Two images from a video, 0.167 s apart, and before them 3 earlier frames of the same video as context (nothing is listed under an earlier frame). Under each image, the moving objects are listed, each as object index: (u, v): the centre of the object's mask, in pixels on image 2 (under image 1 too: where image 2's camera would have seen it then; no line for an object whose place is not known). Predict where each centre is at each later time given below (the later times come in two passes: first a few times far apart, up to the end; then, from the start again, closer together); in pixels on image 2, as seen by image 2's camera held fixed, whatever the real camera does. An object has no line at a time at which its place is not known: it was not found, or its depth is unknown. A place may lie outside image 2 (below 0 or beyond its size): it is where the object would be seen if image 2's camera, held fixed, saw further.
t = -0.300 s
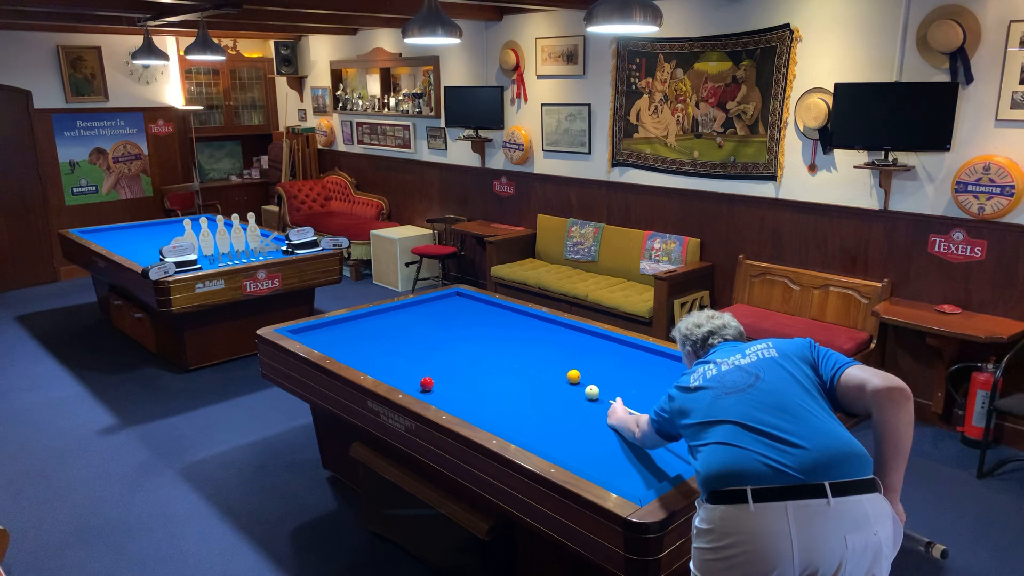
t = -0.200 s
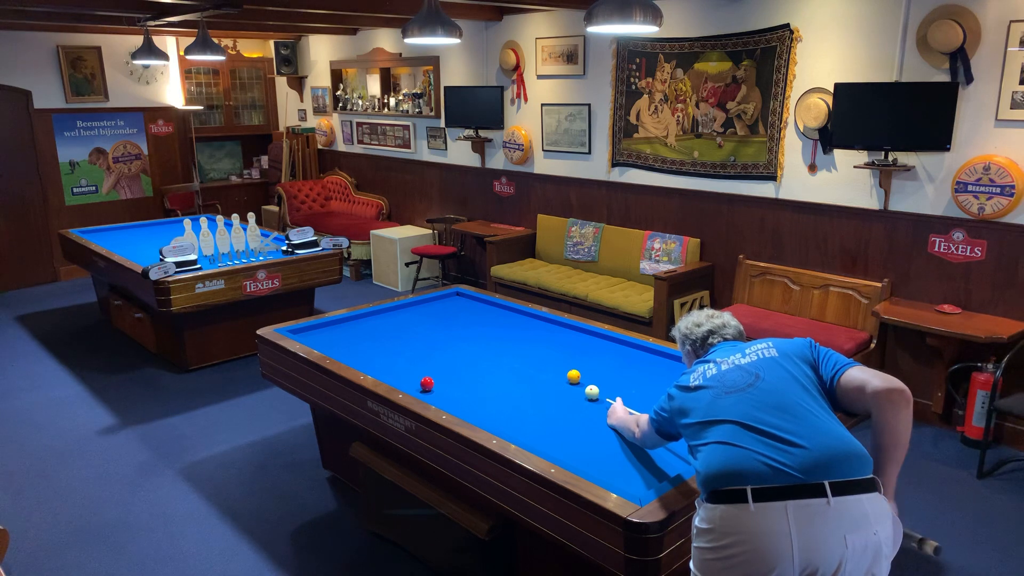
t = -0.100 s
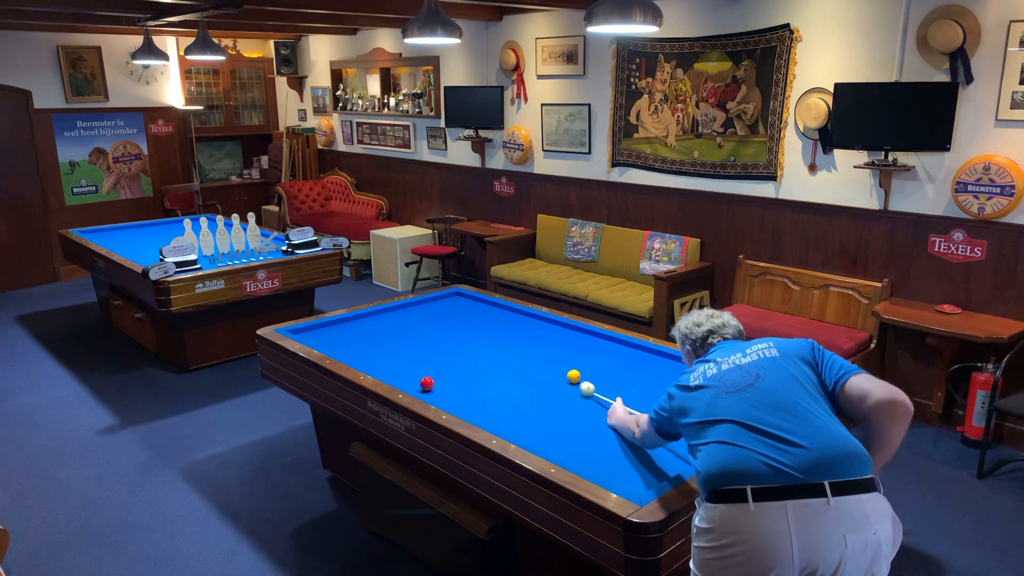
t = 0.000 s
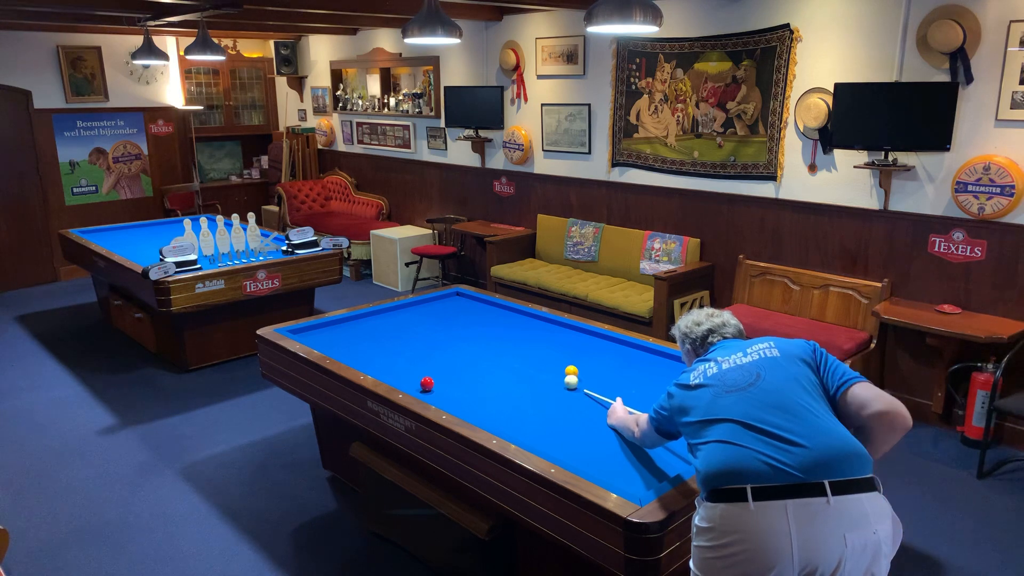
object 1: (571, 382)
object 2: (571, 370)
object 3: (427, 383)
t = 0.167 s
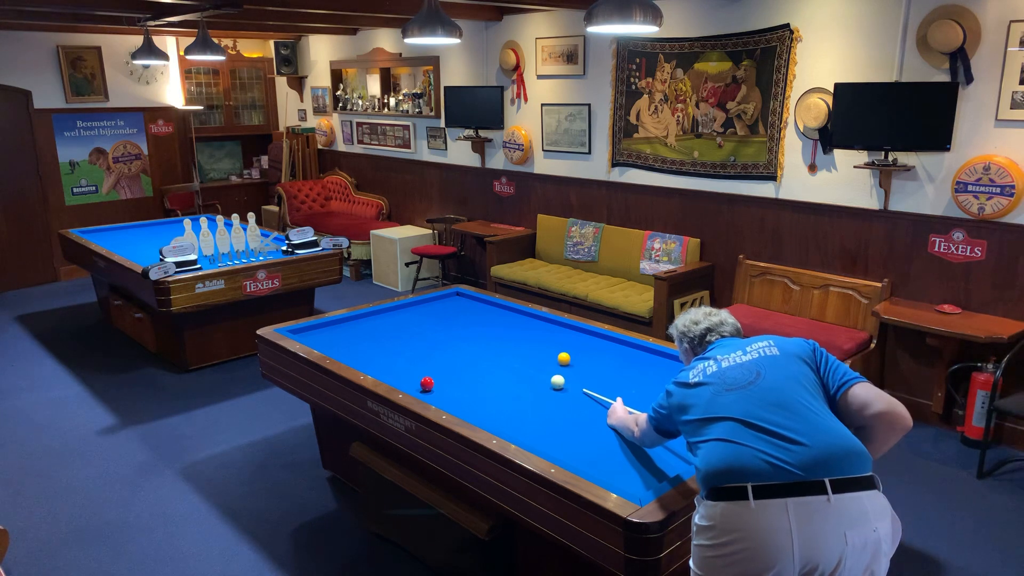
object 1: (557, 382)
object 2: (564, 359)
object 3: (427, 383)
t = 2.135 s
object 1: (439, 384)
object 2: (420, 306)
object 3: (418, 384)
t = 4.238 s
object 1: (434, 384)
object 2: (383, 345)
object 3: (409, 378)
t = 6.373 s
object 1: (434, 384)
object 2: (409, 369)
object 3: (409, 378)
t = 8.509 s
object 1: (434, 383)
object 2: (453, 376)
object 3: (409, 378)
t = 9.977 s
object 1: (435, 383)
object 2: (457, 376)
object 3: (409, 378)
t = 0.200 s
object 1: (555, 382)
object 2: (563, 357)
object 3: (427, 383)
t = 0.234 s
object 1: (552, 382)
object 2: (561, 355)
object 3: (427, 383)
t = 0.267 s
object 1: (550, 382)
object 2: (560, 353)
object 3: (427, 383)
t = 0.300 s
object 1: (547, 382)
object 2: (559, 350)
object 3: (427, 383)
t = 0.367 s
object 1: (542, 382)
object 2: (557, 346)
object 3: (427, 383)
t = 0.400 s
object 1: (540, 382)
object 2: (555, 344)
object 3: (427, 383)
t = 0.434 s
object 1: (537, 382)
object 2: (554, 342)
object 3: (427, 383)
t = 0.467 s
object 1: (535, 382)
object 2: (553, 340)
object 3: (427, 383)
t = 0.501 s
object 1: (532, 382)
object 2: (552, 338)
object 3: (427, 383)
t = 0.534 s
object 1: (530, 382)
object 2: (551, 337)
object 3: (427, 383)
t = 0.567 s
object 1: (528, 382)
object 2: (550, 335)
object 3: (427, 383)
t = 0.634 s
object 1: (523, 382)
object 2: (548, 331)
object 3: (427, 383)
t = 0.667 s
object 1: (520, 382)
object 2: (547, 329)
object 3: (427, 383)
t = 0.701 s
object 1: (518, 382)
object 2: (546, 328)
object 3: (427, 383)
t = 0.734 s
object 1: (516, 382)
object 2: (545, 326)
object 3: (427, 383)
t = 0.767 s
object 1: (513, 382)
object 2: (544, 324)
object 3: (427, 383)
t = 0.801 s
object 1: (511, 382)
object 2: (543, 323)
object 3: (427, 383)
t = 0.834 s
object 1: (509, 382)
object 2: (543, 321)
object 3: (427, 383)
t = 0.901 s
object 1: (504, 382)
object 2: (539, 318)
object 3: (427, 383)
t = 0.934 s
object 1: (502, 383)
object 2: (535, 318)
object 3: (427, 383)
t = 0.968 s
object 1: (500, 382)
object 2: (531, 318)
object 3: (427, 383)
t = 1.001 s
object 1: (497, 382)
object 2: (528, 318)
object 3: (427, 383)
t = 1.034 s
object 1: (495, 382)
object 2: (524, 317)
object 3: (427, 383)
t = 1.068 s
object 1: (493, 383)
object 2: (521, 317)
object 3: (427, 383)
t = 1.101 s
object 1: (491, 382)
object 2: (517, 316)
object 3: (427, 383)
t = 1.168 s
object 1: (486, 383)
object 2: (511, 316)
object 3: (427, 383)
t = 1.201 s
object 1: (484, 383)
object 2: (507, 315)
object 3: (427, 383)
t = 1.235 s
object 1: (482, 383)
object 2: (504, 315)
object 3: (427, 383)
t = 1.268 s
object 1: (480, 383)
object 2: (500, 314)
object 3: (427, 383)
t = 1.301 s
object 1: (477, 383)
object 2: (497, 314)
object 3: (427, 383)
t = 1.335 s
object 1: (475, 383)
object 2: (494, 314)
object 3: (427, 383)
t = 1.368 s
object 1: (473, 383)
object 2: (490, 314)
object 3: (427, 383)
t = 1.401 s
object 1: (471, 383)
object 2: (487, 313)
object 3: (427, 383)
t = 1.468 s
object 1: (467, 383)
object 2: (481, 312)
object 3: (427, 383)
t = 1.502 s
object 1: (465, 383)
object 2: (477, 312)
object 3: (427, 383)
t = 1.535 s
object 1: (463, 383)
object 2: (474, 312)
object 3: (427, 383)
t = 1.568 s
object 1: (461, 383)
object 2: (471, 311)
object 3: (427, 383)
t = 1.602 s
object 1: (459, 383)
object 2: (468, 311)
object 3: (427, 383)
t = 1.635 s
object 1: (456, 383)
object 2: (465, 311)
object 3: (427, 383)
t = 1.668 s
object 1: (455, 383)
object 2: (462, 310)
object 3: (427, 383)
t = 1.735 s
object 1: (450, 383)
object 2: (456, 310)
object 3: (427, 383)
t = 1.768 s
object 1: (448, 383)
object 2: (453, 309)
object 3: (427, 383)
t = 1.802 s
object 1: (446, 383)
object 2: (450, 309)
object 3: (427, 383)
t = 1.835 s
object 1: (445, 383)
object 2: (447, 309)
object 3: (427, 383)
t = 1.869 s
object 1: (443, 383)
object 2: (444, 308)
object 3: (427, 383)
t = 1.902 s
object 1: (441, 383)
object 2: (441, 308)
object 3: (426, 383)
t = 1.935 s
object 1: (440, 384)
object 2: (438, 308)
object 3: (425, 384)
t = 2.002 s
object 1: (440, 384)
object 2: (432, 307)
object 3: (423, 383)
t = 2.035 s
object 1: (440, 383)
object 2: (429, 307)
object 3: (421, 384)
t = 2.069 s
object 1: (439, 383)
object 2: (426, 307)
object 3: (420, 384)
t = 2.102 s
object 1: (439, 383)
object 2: (423, 306)
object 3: (419, 384)
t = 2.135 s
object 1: (439, 384)
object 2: (420, 306)
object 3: (418, 384)
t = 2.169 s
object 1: (438, 383)
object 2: (417, 306)
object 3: (417, 383)
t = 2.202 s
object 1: (438, 383)
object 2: (414, 306)
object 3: (416, 383)
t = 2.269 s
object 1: (438, 383)
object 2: (409, 305)
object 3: (414, 383)
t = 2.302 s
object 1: (437, 383)
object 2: (408, 305)
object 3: (413, 383)
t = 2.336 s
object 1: (437, 384)
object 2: (407, 306)
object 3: (412, 383)
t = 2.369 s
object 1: (437, 383)
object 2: (407, 307)
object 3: (411, 383)
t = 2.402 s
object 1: (436, 383)
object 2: (407, 307)
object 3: (410, 382)
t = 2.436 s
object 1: (436, 383)
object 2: (406, 308)
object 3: (409, 382)
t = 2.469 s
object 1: (436, 383)
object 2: (406, 309)
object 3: (408, 382)
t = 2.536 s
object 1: (436, 383)
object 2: (405, 310)
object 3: (408, 382)
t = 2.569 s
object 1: (435, 383)
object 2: (404, 311)
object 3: (408, 382)
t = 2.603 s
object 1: (435, 383)
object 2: (404, 311)
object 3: (408, 382)
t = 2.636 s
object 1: (435, 383)
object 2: (404, 312)
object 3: (408, 382)
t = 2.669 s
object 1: (435, 383)
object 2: (403, 313)
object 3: (408, 381)
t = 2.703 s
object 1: (435, 383)
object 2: (403, 313)
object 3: (408, 381)
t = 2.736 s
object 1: (435, 383)
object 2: (402, 314)
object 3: (408, 381)
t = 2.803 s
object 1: (435, 383)
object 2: (402, 315)
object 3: (408, 381)
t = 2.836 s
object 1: (434, 383)
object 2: (401, 316)
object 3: (408, 381)
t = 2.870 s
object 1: (434, 383)
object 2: (401, 317)
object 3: (408, 381)
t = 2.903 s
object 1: (434, 383)
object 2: (400, 317)
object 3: (408, 381)
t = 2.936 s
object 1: (434, 383)
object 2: (400, 318)
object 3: (408, 381)
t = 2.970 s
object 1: (434, 383)
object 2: (399, 319)
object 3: (408, 381)
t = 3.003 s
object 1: (434, 384)
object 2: (399, 319)
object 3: (408, 381)
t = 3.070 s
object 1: (434, 383)
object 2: (398, 321)
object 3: (408, 380)
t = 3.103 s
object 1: (434, 384)
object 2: (398, 321)
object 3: (408, 380)
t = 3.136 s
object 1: (434, 384)
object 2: (397, 322)
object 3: (408, 380)
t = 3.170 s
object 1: (434, 383)
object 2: (397, 323)
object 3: (408, 380)
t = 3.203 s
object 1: (434, 383)
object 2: (397, 323)
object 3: (408, 380)
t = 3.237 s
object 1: (434, 383)
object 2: (396, 324)
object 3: (408, 380)
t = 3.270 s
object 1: (434, 384)
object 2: (396, 325)
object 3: (408, 380)
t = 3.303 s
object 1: (434, 383)
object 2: (395, 326)
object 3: (409, 380)
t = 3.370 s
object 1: (434, 383)
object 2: (394, 327)
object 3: (409, 379)
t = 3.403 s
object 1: (434, 383)
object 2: (394, 327)
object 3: (409, 379)
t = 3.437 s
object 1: (434, 384)
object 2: (393, 328)
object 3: (409, 379)
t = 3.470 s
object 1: (434, 384)
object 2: (393, 329)
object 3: (409, 379)
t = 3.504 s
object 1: (434, 384)
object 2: (393, 330)
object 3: (409, 379)
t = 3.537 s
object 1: (434, 384)
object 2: (392, 330)
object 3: (409, 379)
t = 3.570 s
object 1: (434, 384)
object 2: (392, 331)
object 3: (409, 379)
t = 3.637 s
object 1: (434, 384)
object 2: (391, 332)
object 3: (409, 379)
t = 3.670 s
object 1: (434, 384)
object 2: (391, 333)
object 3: (409, 379)
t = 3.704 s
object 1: (434, 383)
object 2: (390, 334)
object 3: (409, 379)
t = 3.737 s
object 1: (434, 384)
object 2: (390, 335)
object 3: (409, 379)
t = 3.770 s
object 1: (434, 384)
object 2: (389, 335)
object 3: (409, 379)
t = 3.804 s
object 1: (434, 384)
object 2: (389, 336)
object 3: (409, 379)
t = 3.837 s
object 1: (434, 384)
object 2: (388, 337)
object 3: (409, 379)
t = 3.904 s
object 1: (434, 384)
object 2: (388, 338)
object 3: (409, 378)
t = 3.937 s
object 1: (434, 384)
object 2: (387, 339)
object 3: (409, 378)
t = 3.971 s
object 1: (434, 383)
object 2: (387, 339)
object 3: (409, 378)
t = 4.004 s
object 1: (435, 383)
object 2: (386, 340)
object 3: (409, 378)
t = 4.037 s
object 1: (435, 384)
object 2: (386, 341)
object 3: (409, 378)
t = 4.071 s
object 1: (434, 384)
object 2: (386, 342)
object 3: (409, 378)
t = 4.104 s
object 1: (435, 384)
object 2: (385, 342)
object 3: (409, 378)
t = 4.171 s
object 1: (435, 383)
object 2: (384, 344)
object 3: (409, 378)
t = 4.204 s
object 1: (435, 383)
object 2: (384, 344)
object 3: (409, 378)
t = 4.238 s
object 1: (434, 384)
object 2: (383, 345)
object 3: (409, 378)
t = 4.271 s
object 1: (434, 383)
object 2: (383, 346)
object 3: (409, 378)
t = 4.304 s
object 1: (435, 384)
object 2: (383, 347)
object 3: (409, 378)
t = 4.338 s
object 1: (435, 383)
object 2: (382, 347)
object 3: (409, 378)
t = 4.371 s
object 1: (434, 384)
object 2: (382, 348)
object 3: (409, 378)
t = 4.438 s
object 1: (435, 383)
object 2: (381, 350)
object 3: (409, 378)
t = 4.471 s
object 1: (435, 384)
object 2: (381, 350)
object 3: (409, 378)
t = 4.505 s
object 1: (434, 384)
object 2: (380, 351)
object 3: (409, 378)
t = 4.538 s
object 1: (434, 384)
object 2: (380, 352)
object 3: (409, 378)
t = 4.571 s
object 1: (435, 384)
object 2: (379, 353)
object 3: (409, 378)
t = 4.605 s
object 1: (434, 384)
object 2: (379, 353)
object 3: (409, 378)
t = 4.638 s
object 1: (435, 384)
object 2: (378, 354)
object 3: (409, 378)
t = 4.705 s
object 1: (435, 384)
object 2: (377, 356)
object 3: (409, 378)
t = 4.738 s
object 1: (435, 384)
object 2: (377, 356)
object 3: (409, 378)
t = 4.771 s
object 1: (434, 384)
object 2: (377, 357)
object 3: (409, 378)
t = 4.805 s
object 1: (435, 383)
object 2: (376, 358)
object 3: (409, 378)
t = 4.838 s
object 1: (434, 384)
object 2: (376, 359)
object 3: (409, 378)
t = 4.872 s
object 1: (434, 384)
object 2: (375, 359)
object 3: (409, 378)
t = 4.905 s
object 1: (434, 384)
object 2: (375, 360)
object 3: (409, 378)
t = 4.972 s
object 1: (434, 384)
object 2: (374, 361)
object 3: (409, 378)
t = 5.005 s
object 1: (434, 384)
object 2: (374, 362)
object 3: (409, 378)
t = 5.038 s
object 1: (434, 384)
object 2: (373, 363)
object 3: (409, 378)
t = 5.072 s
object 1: (435, 383)
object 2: (373, 364)
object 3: (409, 378)
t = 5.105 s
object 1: (434, 384)
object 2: (373, 364)
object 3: (409, 378)
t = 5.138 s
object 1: (434, 383)
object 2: (373, 365)
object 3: (409, 378)
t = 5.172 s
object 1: (434, 384)
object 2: (372, 365)
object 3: (409, 378)
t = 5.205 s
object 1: (435, 383)
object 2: (372, 365)
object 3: (409, 378)
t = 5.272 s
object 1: (434, 384)
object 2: (371, 366)
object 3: (409, 378)
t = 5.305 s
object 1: (434, 384)
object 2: (373, 366)
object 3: (409, 378)
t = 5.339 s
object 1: (434, 383)
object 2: (374, 367)
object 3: (409, 378)
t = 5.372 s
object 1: (434, 384)
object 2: (375, 367)
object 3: (409, 378)
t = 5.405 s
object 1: (434, 384)
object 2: (376, 367)
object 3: (409, 378)
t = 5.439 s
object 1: (434, 384)
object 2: (378, 368)
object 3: (409, 378)
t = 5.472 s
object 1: (434, 384)
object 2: (379, 368)
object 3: (409, 378)
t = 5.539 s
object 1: (434, 384)
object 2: (381, 368)
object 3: (409, 378)
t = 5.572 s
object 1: (434, 384)
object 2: (382, 369)
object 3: (409, 378)
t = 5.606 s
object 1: (434, 384)
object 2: (383, 369)
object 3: (409, 378)
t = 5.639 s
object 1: (434, 383)
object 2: (385, 369)
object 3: (409, 378)
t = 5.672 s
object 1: (434, 384)
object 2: (386, 369)
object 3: (409, 378)
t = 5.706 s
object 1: (434, 384)
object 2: (387, 369)
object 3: (409, 378)
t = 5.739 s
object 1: (434, 383)
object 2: (388, 369)
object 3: (409, 378)
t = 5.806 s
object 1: (434, 384)
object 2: (391, 370)
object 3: (409, 378)
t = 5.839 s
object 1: (434, 384)
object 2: (392, 370)
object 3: (409, 378)
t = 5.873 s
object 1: (434, 383)
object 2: (393, 370)
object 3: (409, 378)
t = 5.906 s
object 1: (434, 384)
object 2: (394, 370)
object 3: (409, 378)
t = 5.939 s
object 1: (434, 383)
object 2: (395, 370)
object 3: (409, 378)
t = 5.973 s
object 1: (434, 384)
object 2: (396, 370)
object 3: (409, 378)
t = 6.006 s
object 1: (434, 383)
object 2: (398, 370)
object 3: (409, 378)
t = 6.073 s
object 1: (434, 384)
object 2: (399, 370)
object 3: (409, 378)
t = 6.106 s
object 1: (434, 384)
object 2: (400, 370)
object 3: (409, 378)
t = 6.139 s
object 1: (434, 383)
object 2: (401, 370)
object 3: (409, 378)
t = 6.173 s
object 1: (434, 384)
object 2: (402, 370)
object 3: (409, 378)
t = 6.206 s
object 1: (434, 383)
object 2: (403, 370)
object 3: (409, 378)
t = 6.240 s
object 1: (434, 384)
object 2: (404, 370)
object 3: (409, 378)
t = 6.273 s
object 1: (434, 383)
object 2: (405, 369)
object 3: (409, 378)
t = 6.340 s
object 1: (434, 383)
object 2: (408, 369)
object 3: (409, 378)
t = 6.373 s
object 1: (434, 384)
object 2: (409, 369)
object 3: (409, 378)
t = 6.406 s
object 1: (434, 383)
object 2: (411, 369)
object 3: (409, 378)
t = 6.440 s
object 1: (434, 383)
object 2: (412, 369)
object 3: (409, 378)
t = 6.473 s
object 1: (434, 384)
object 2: (413, 369)
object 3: (409, 378)
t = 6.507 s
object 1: (434, 383)
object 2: (414, 370)
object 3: (409, 378)
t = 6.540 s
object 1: (434, 384)
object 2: (415, 370)
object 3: (409, 378)
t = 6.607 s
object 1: (434, 383)
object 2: (417, 371)
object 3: (409, 378)
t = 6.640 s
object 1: (434, 384)
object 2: (418, 371)
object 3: (409, 378)
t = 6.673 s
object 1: (434, 383)
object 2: (419, 372)
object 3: (409, 378)
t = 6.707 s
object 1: (434, 383)
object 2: (420, 372)
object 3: (409, 378)
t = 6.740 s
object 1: (434, 384)
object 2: (420, 372)
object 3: (409, 378)
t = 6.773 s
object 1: (434, 383)
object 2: (421, 372)
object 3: (409, 378)
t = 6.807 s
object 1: (434, 383)
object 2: (422, 372)
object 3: (409, 378)
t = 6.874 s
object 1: (434, 383)
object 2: (423, 373)
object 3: (409, 378)
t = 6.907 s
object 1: (434, 383)
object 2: (424, 373)
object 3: (409, 378)
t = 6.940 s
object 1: (434, 383)
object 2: (425, 373)
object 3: (409, 378)
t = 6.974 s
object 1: (434, 383)
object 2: (426, 373)
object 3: (409, 378)
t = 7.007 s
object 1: (434, 383)
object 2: (427, 373)
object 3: (409, 378)
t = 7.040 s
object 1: (434, 383)
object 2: (427, 373)
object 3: (409, 378)
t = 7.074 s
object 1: (434, 384)
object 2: (428, 373)
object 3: (409, 378)
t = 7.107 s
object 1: (434, 383)
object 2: (429, 373)
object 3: (409, 378)
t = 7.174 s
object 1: (434, 383)
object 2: (430, 372)
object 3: (409, 378)
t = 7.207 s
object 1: (434, 383)
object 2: (431, 372)
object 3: (409, 378)
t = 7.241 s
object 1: (434, 383)
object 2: (432, 372)
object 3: (409, 378)
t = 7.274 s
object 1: (434, 383)
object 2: (433, 372)
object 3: (409, 378)
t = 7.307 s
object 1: (434, 383)
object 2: (433, 372)
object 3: (409, 378)
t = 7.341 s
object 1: (434, 383)
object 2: (434, 372)
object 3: (409, 378)
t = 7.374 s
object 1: (434, 383)
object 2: (435, 372)
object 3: (409, 378)
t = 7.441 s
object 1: (434, 383)
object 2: (436, 372)
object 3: (409, 378)
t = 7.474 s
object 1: (434, 383)
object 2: (437, 372)
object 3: (409, 378)
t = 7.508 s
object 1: (434, 383)
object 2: (438, 373)
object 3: (409, 378)
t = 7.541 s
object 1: (434, 383)
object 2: (439, 373)
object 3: (409, 378)
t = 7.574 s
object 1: (434, 383)
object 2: (440, 373)
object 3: (409, 378)
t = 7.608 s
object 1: (434, 383)
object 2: (440, 373)
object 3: (409, 378)
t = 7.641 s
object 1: (434, 383)
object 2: (441, 373)
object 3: (409, 378)
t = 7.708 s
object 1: (434, 383)
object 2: (442, 374)
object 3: (409, 378)
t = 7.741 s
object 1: (434, 383)
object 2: (443, 374)
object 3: (409, 378)
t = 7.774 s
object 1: (435, 383)
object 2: (443, 374)
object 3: (409, 378)
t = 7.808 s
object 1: (435, 383)
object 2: (444, 374)
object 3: (409, 378)
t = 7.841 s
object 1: (435, 383)
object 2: (444, 374)
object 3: (409, 378)
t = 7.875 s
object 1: (434, 383)
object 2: (445, 375)
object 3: (409, 378)
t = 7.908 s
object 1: (434, 383)
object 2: (445, 375)
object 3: (409, 378)
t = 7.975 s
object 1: (434, 383)
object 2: (446, 375)
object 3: (409, 378)
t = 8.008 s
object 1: (435, 383)
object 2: (446, 375)
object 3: (409, 378)
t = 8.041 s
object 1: (435, 383)
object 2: (447, 375)
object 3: (409, 378)
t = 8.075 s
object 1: (435, 383)
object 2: (447, 375)
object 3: (409, 378)
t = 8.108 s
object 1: (434, 383)
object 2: (448, 375)
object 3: (409, 378)
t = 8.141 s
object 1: (435, 383)
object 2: (448, 375)
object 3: (409, 378)
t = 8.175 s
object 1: (434, 383)
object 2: (448, 376)
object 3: (409, 378)
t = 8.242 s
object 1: (434, 383)
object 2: (449, 376)
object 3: (409, 378)
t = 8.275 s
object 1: (434, 383)
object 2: (450, 376)
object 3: (409, 378)
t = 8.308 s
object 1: (434, 383)
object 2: (450, 376)
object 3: (409, 378)
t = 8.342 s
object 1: (435, 383)
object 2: (451, 376)
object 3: (409, 378)
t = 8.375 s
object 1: (435, 384)
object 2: (451, 376)
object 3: (409, 378)
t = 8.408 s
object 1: (435, 383)
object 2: (452, 376)
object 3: (409, 378)
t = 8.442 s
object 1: (434, 383)
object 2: (452, 376)
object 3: (409, 378)
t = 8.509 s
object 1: (434, 383)
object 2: (453, 376)
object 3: (409, 378)
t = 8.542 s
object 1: (434, 383)
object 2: (453, 376)
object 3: (409, 378)
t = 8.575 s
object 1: (434, 383)
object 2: (453, 376)
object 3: (409, 378)
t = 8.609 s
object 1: (435, 384)
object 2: (453, 376)
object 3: (409, 378)
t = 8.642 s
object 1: (435, 384)
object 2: (454, 376)
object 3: (409, 378)
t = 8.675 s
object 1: (435, 383)
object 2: (454, 376)
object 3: (409, 378)
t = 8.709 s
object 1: (435, 384)
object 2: (454, 376)
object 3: (409, 378)
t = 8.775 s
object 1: (435, 383)
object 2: (455, 376)
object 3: (409, 378)
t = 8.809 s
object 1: (435, 384)
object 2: (455, 376)
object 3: (409, 378)
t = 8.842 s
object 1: (435, 383)
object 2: (455, 376)
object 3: (409, 378)
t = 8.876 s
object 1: (435, 384)
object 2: (455, 376)
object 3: (409, 378)
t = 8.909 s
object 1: (435, 383)
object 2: (456, 376)
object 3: (409, 378)
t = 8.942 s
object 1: (435, 384)
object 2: (456, 376)
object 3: (409, 378)
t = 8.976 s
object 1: (435, 384)
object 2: (456, 376)
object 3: (409, 378)
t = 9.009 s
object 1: (435, 384)
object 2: (456, 376)
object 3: (409, 378)
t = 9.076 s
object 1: (435, 384)
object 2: (457, 376)
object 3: (410, 378)
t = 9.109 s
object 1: (435, 384)
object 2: (457, 376)
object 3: (409, 378)
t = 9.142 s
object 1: (435, 383)
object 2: (457, 376)
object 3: (409, 378)
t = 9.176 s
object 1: (435, 384)
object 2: (457, 376)
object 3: (409, 378)
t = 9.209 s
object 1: (435, 384)
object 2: (457, 376)
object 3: (409, 378)
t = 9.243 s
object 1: (435, 384)
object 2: (457, 376)
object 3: (409, 378)
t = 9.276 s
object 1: (435, 383)
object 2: (457, 376)
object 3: (409, 378)
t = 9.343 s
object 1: (435, 384)
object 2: (457, 376)
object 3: (409, 378)
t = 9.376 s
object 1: (435, 384)
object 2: (457, 376)
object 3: (409, 378)
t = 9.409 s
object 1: (435, 384)
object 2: (457, 376)
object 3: (409, 378)
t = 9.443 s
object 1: (435, 384)
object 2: (457, 376)
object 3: (409, 378)
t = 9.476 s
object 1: (435, 383)
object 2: (457, 376)
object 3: (409, 378)
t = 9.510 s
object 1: (435, 383)
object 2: (457, 376)
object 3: (409, 378)
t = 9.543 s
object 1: (435, 383)
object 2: (457, 376)
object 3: (409, 378)
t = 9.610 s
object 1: (435, 383)
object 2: (457, 376)
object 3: (409, 378)
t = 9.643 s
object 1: (434, 383)
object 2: (457, 376)
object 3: (409, 378)
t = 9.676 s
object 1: (435, 383)
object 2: (457, 376)
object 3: (409, 378)
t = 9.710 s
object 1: (434, 383)
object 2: (457, 376)
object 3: (409, 378)
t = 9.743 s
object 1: (435, 383)
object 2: (457, 376)
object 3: (409, 378)
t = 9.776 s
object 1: (435, 383)
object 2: (457, 376)
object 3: (409, 378)
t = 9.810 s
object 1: (435, 383)
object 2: (457, 376)
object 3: (409, 378)
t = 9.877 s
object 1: (435, 383)
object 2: (457, 376)
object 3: (409, 378)
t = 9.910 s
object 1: (435, 383)
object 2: (457, 376)
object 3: (409, 378)
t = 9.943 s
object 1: (435, 383)
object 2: (457, 376)
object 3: (409, 378)
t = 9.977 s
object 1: (435, 383)
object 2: (457, 376)
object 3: (409, 378)
